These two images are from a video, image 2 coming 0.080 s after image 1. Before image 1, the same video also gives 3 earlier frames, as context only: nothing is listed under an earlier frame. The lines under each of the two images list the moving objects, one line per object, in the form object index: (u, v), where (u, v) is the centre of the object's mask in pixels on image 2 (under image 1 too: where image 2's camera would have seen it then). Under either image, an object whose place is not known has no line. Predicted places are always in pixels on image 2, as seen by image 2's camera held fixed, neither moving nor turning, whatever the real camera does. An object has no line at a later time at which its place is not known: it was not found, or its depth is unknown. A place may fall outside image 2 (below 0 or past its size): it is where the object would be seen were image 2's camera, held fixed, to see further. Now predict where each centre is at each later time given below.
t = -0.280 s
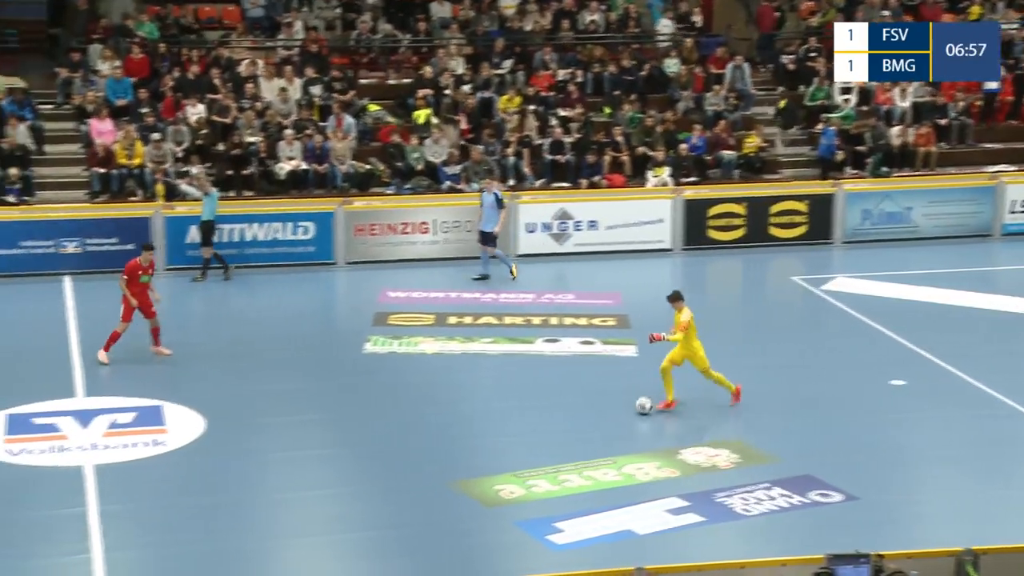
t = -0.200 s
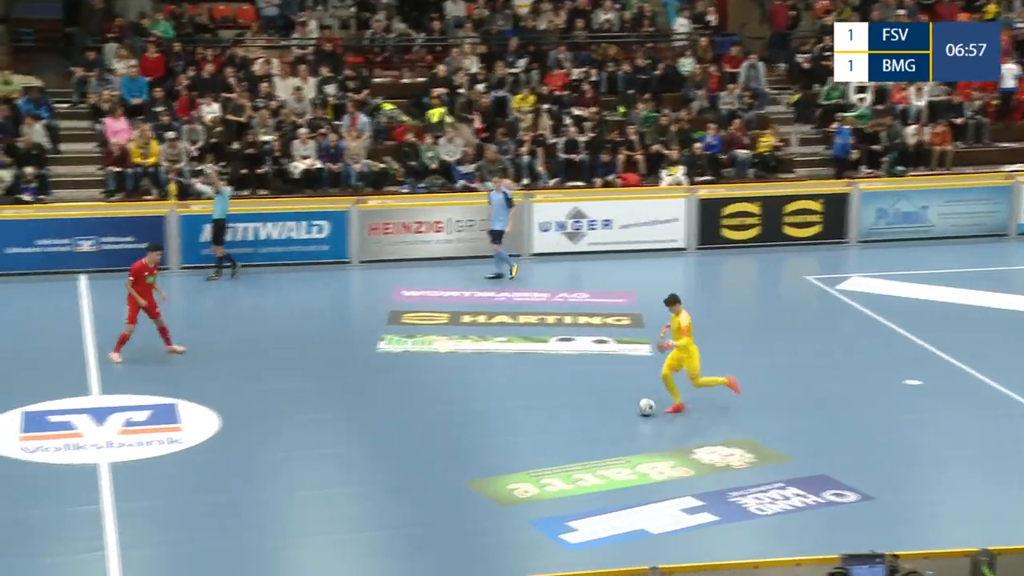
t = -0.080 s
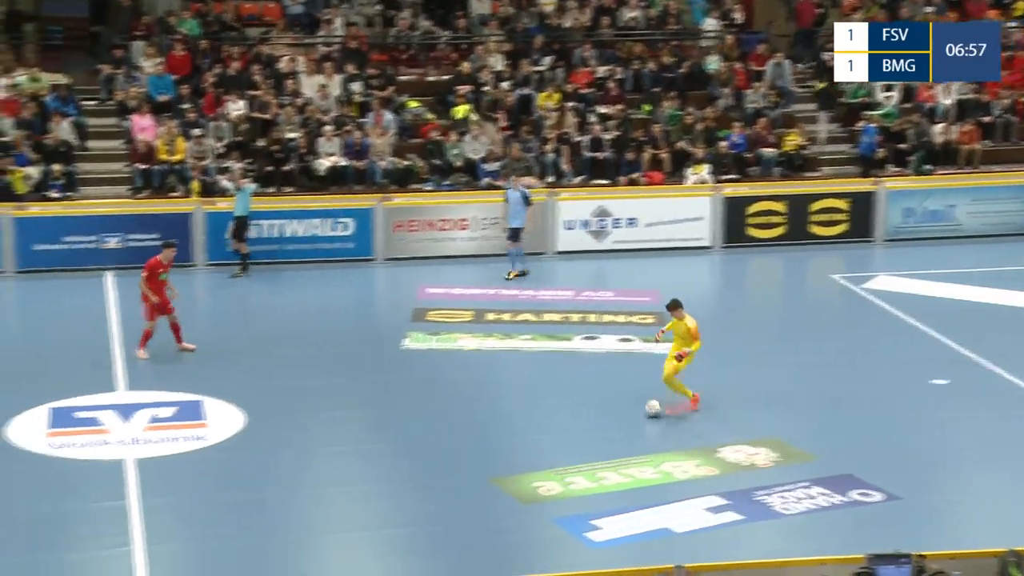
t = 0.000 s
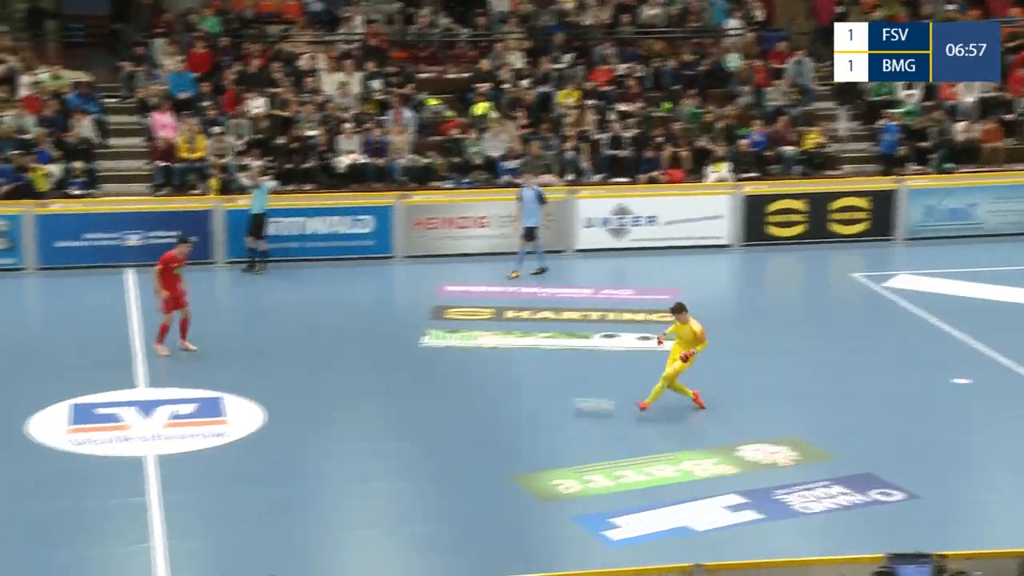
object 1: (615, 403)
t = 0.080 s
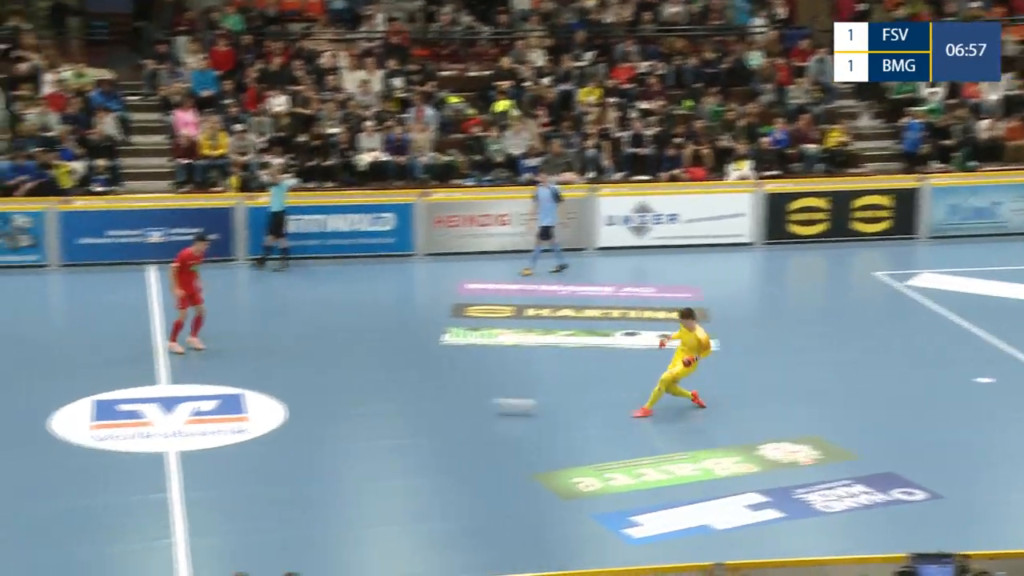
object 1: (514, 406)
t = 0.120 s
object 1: (467, 406)
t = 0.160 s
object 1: (419, 407)
